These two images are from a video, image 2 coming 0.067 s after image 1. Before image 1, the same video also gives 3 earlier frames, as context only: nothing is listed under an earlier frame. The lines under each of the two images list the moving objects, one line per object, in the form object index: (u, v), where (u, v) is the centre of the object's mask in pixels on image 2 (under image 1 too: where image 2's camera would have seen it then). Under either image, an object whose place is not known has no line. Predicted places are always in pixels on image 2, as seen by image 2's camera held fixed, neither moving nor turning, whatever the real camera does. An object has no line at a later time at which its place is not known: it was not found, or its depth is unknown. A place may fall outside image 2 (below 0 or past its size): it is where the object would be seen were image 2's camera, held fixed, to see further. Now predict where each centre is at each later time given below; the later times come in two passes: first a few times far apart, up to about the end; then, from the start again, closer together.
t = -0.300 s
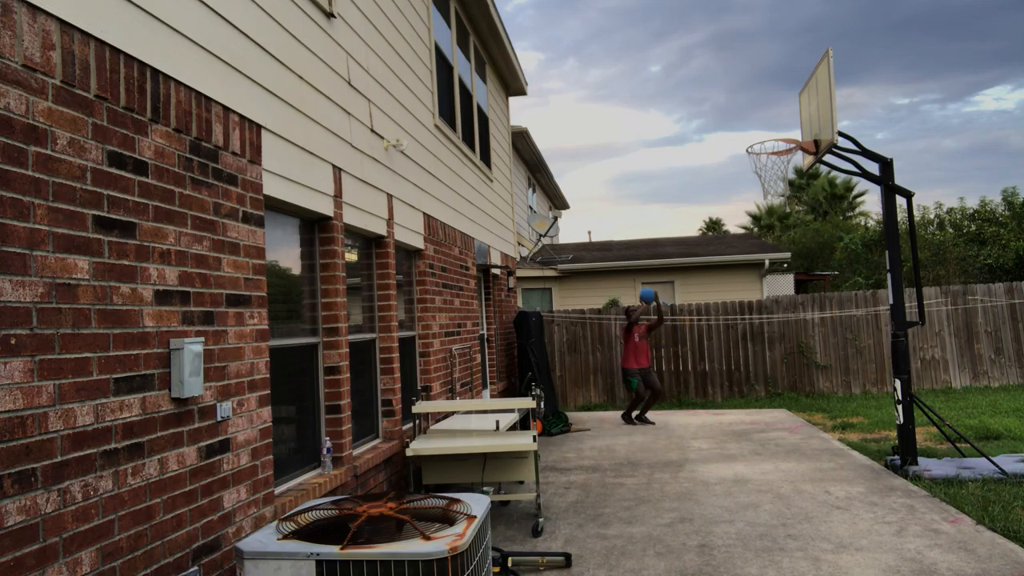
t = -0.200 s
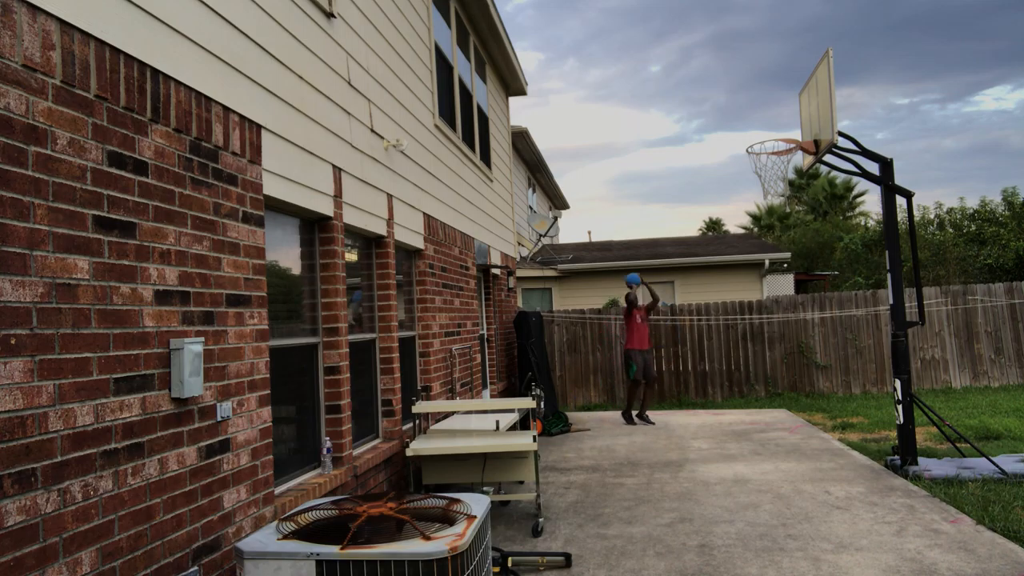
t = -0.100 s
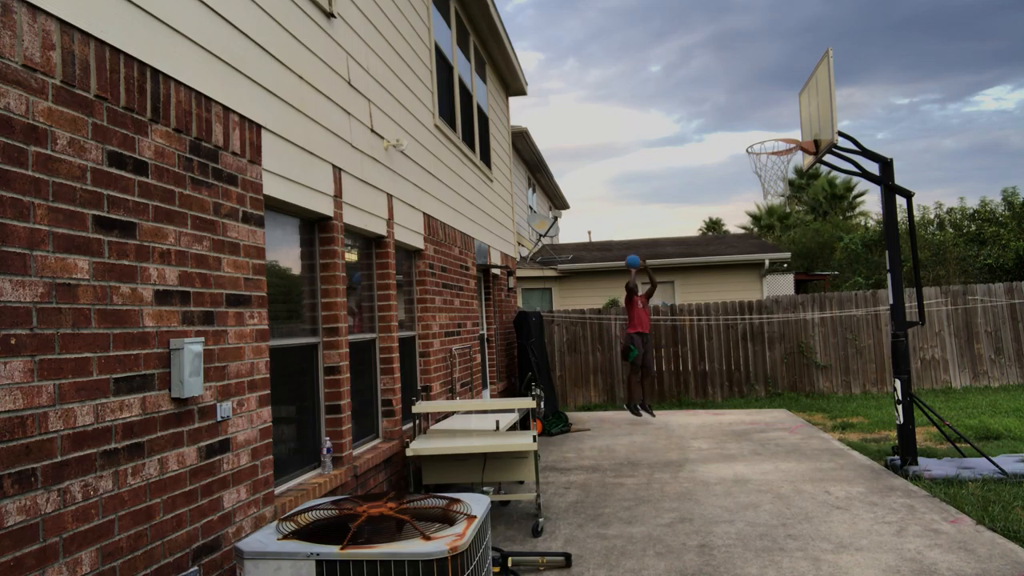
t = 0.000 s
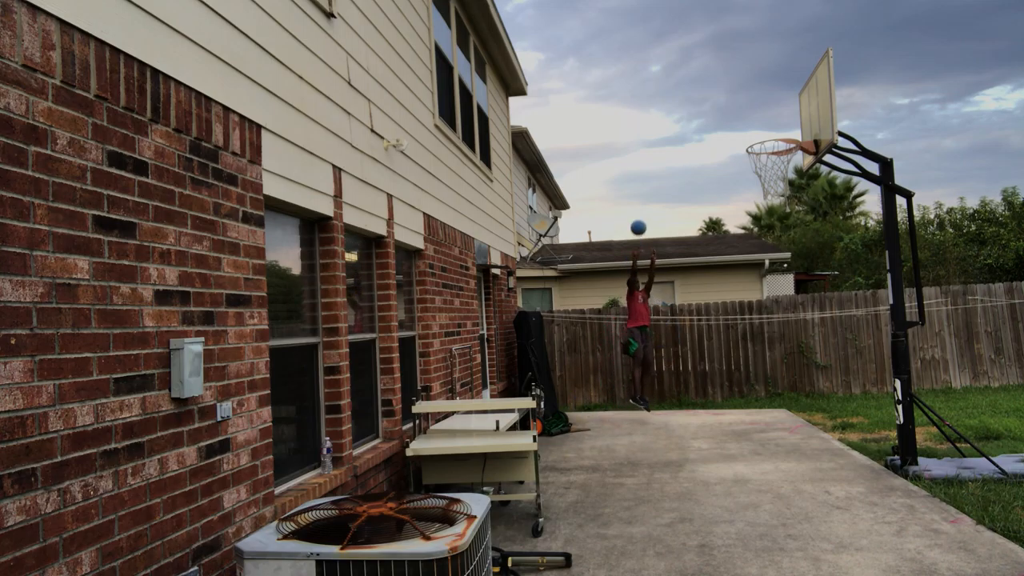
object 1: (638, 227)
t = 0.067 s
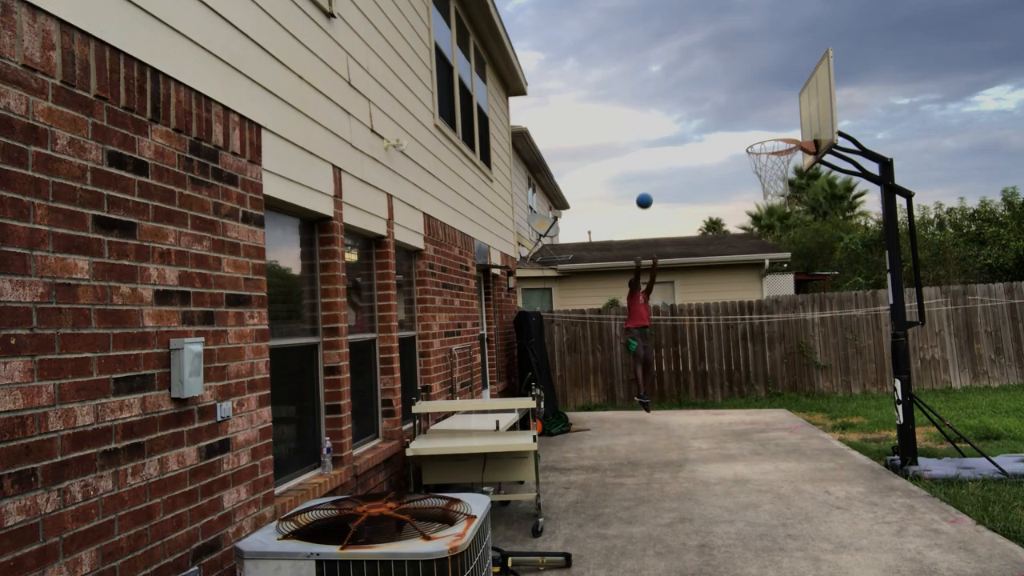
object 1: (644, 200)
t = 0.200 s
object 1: (657, 155)
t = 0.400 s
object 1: (680, 107)
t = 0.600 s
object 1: (708, 89)
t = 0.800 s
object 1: (743, 106)
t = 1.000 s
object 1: (784, 165)
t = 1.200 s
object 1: (798, 208)
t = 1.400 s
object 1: (813, 294)
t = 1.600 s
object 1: (834, 430)
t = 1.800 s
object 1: (818, 392)
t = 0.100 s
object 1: (647, 188)
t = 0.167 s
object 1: (654, 166)
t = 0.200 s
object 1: (657, 155)
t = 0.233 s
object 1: (661, 145)
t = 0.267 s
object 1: (664, 137)
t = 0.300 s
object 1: (668, 128)
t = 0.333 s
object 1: (672, 120)
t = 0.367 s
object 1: (676, 113)
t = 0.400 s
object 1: (680, 107)
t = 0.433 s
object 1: (685, 102)
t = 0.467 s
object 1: (689, 98)
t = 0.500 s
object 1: (694, 94)
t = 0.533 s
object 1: (698, 91)
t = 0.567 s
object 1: (703, 90)
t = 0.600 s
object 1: (708, 89)
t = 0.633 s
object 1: (714, 89)
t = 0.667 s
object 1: (719, 90)
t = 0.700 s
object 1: (725, 92)
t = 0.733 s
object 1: (731, 95)
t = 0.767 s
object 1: (737, 100)
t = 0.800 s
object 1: (743, 106)
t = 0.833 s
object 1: (749, 112)
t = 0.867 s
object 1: (756, 120)
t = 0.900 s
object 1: (763, 129)
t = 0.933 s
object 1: (770, 141)
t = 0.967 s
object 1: (778, 152)
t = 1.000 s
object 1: (784, 165)
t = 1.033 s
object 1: (788, 172)
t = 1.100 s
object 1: (792, 183)
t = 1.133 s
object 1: (794, 190)
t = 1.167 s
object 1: (796, 198)
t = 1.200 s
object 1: (798, 208)
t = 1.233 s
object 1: (800, 219)
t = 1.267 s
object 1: (802, 231)
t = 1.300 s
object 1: (805, 245)
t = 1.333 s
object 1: (808, 260)
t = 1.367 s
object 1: (810, 276)
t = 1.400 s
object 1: (813, 294)
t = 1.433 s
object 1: (816, 313)
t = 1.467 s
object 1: (819, 333)
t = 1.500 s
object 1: (823, 356)
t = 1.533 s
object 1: (826, 379)
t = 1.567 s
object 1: (830, 404)
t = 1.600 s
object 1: (834, 430)
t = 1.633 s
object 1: (837, 459)
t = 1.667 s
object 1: (840, 485)
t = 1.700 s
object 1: (834, 460)
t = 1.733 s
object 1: (829, 436)
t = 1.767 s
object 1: (823, 413)
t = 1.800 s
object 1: (818, 392)
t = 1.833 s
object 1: (812, 373)
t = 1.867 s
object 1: (807, 356)
